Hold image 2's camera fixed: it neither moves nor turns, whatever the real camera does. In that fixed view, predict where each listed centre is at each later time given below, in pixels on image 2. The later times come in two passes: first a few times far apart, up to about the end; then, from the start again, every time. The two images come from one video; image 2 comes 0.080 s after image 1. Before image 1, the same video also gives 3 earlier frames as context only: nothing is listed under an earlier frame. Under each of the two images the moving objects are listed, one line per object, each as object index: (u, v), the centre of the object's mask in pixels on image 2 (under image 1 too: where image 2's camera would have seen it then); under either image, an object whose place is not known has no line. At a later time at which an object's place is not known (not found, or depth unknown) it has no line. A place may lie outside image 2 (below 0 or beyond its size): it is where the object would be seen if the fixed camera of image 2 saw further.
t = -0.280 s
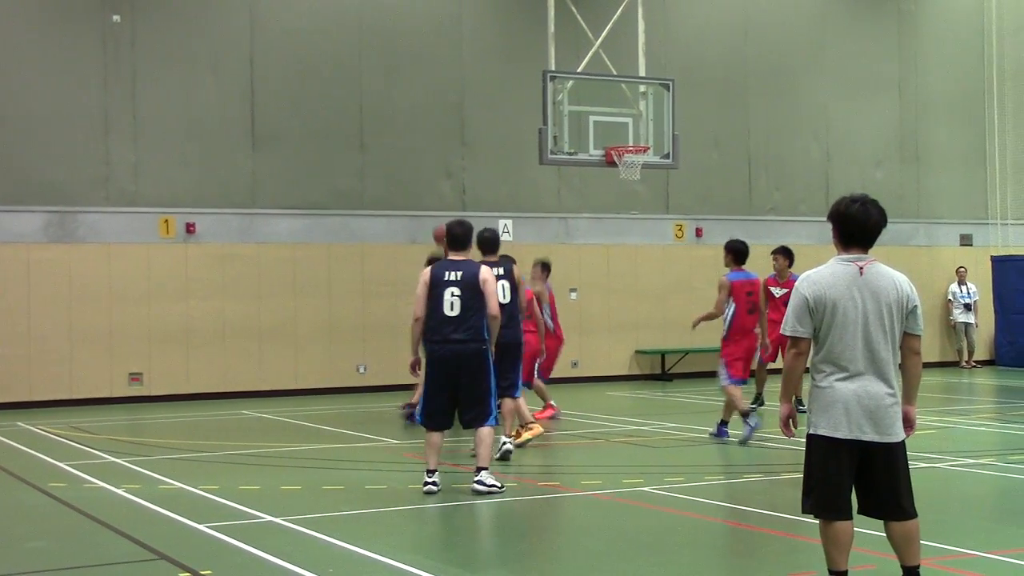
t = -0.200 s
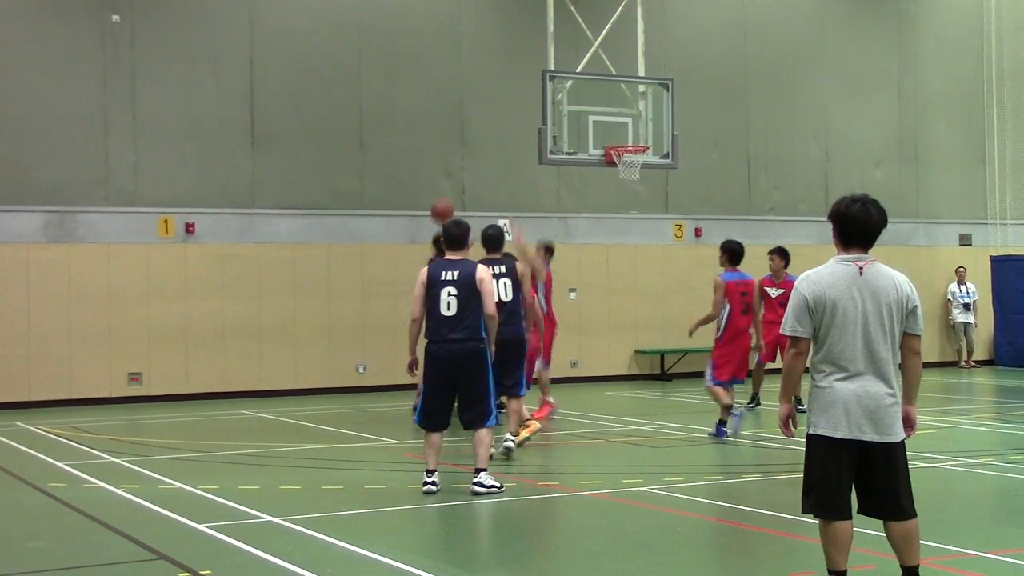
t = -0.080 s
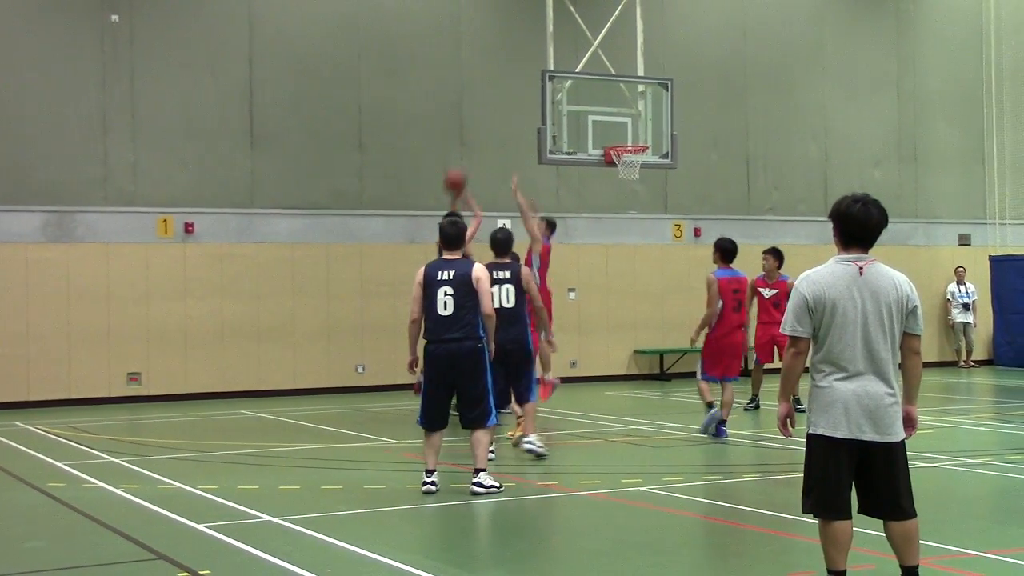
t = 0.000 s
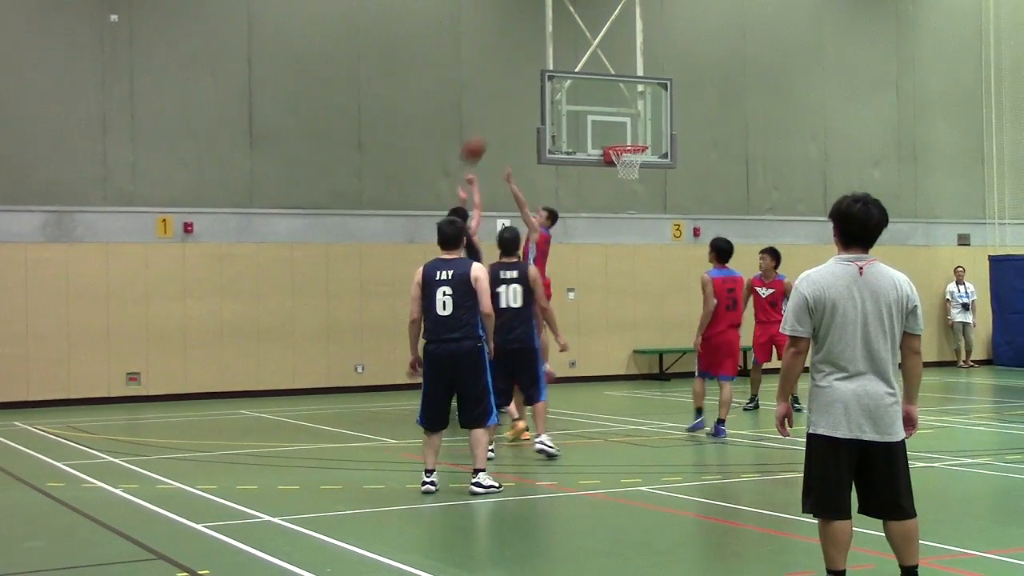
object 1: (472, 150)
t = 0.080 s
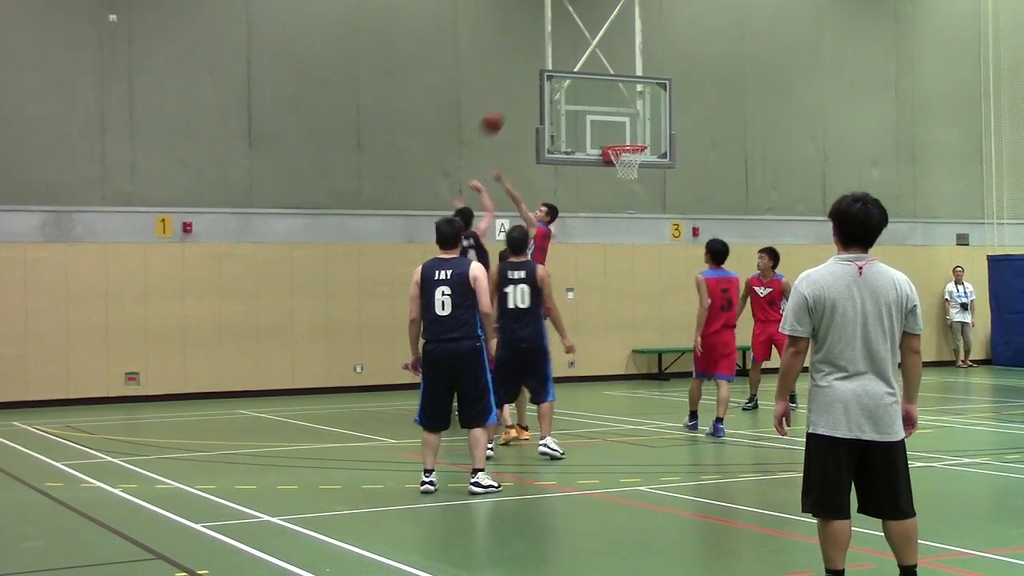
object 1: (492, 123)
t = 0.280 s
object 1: (537, 82)
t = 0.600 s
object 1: (602, 91)
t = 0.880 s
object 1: (665, 152)
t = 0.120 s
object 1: (501, 111)
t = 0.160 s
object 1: (511, 102)
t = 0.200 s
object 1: (520, 94)
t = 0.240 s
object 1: (528, 87)
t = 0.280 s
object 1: (537, 82)
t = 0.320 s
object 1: (545, 79)
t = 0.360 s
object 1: (555, 76)
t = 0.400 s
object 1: (562, 76)
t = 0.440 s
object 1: (572, 76)
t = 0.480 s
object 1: (580, 78)
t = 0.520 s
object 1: (587, 81)
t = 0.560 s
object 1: (595, 86)
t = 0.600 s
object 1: (602, 91)
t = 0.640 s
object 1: (610, 99)
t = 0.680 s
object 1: (618, 105)
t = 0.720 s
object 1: (627, 112)
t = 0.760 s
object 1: (636, 120)
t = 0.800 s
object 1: (647, 130)
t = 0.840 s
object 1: (655, 140)
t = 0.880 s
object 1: (665, 152)
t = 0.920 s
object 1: (674, 167)
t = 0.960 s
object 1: (683, 181)
